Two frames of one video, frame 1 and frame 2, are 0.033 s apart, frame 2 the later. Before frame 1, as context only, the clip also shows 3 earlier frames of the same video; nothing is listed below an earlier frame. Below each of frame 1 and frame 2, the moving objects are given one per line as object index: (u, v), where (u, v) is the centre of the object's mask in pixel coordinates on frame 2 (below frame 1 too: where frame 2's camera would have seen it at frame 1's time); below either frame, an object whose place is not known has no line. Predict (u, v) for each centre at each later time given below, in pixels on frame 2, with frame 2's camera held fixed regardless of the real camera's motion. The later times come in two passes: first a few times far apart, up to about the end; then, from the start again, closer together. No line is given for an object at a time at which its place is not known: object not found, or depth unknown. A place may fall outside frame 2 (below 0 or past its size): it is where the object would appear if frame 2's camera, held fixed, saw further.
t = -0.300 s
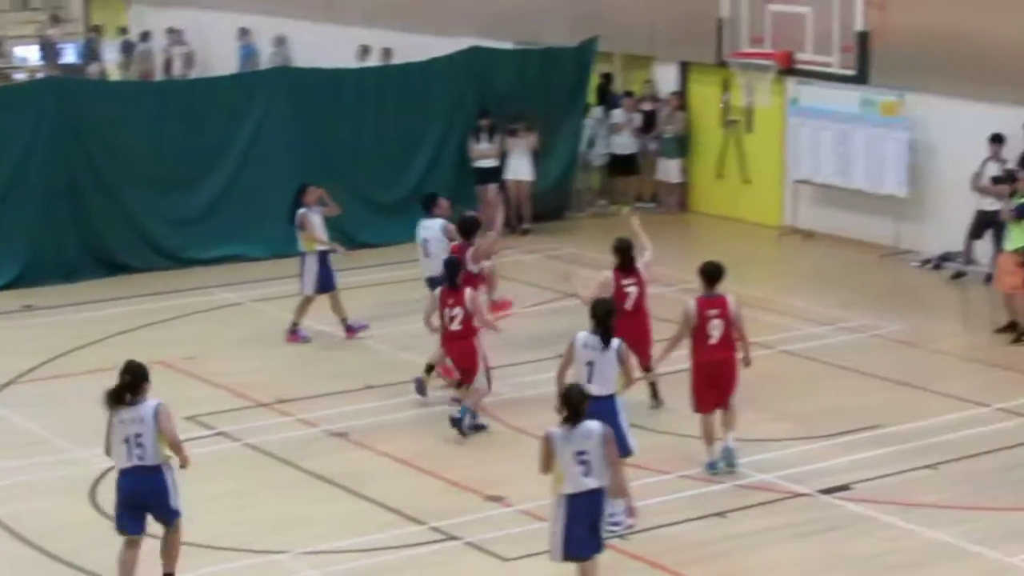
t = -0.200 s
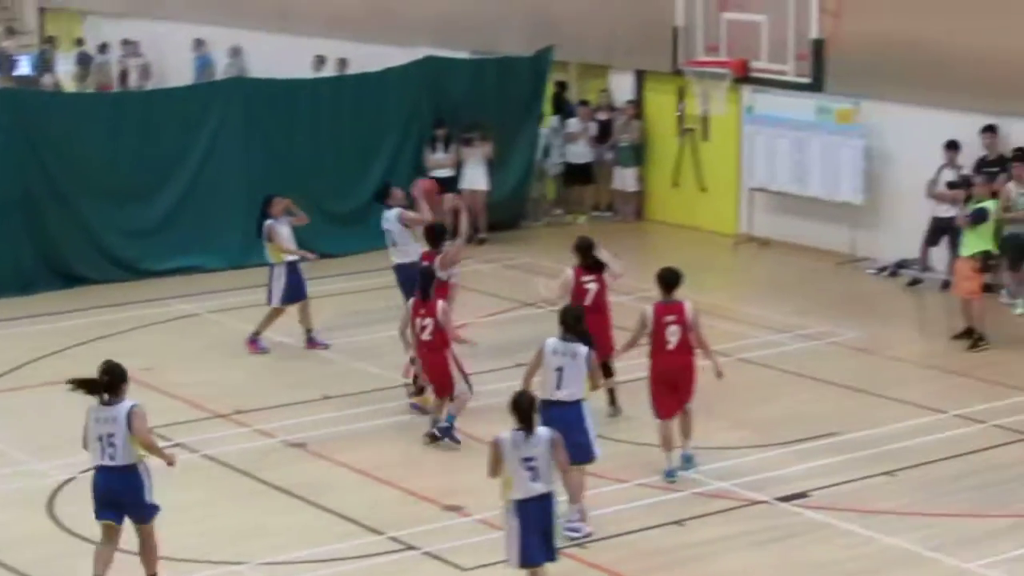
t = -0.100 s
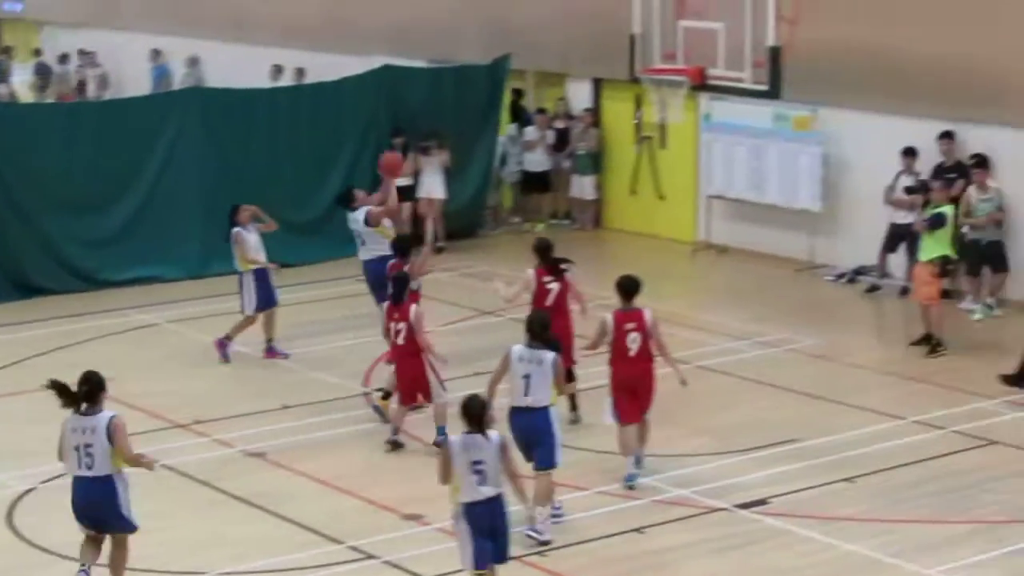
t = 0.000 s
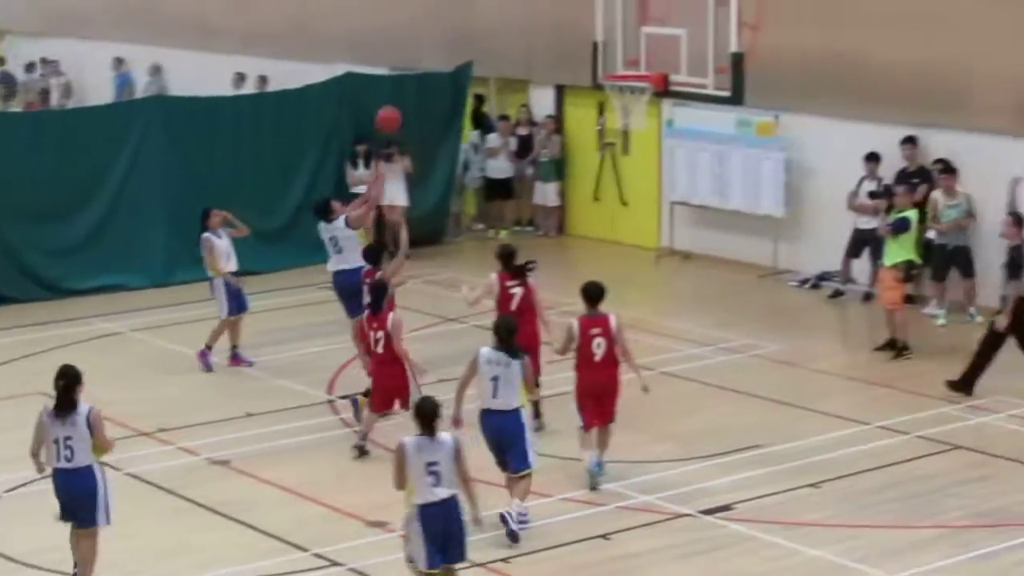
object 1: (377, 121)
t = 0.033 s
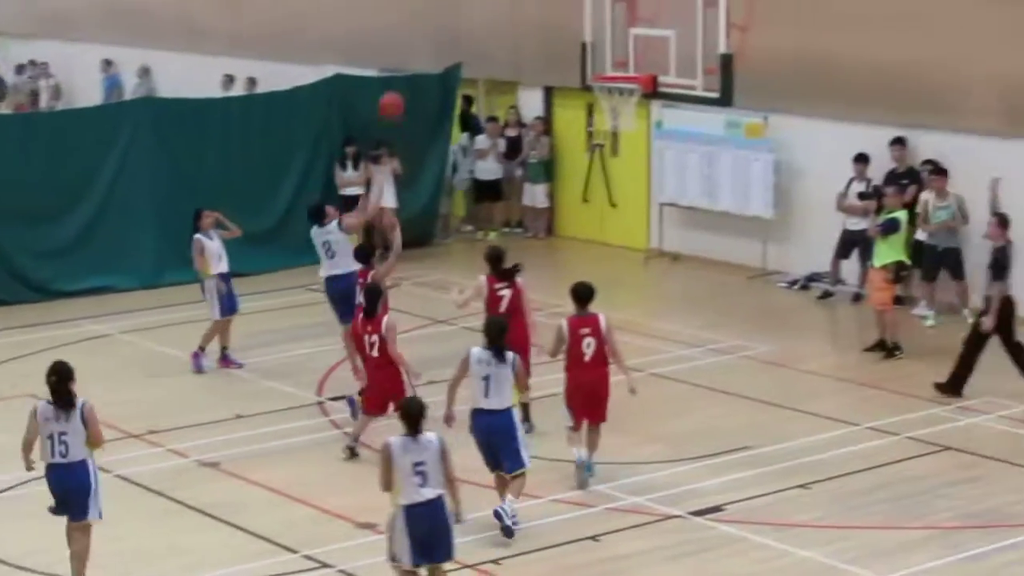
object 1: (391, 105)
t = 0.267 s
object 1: (486, 27)
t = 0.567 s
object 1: (613, 9)
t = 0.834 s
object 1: (616, 69)
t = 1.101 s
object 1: (631, 66)
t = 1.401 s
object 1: (624, 67)
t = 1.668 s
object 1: (605, 69)
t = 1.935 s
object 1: (622, 75)
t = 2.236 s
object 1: (630, 120)
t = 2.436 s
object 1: (615, 168)
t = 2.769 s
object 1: (587, 354)
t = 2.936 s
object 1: (573, 391)
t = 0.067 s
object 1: (405, 90)
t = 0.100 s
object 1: (418, 79)
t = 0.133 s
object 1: (431, 67)
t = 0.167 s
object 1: (446, 56)
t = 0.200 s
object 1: (460, 44)
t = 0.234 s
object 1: (473, 35)
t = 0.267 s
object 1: (486, 27)
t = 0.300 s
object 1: (500, 21)
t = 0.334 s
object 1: (513, 16)
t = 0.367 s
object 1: (528, 11)
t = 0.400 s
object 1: (542, 9)
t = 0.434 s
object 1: (556, 6)
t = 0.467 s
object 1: (570, 6)
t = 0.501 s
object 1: (585, 6)
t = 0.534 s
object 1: (599, 6)
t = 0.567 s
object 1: (613, 9)
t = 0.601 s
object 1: (628, 16)
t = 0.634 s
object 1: (629, 20)
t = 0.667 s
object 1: (629, 28)
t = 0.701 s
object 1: (629, 38)
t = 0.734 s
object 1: (629, 49)
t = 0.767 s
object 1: (629, 60)
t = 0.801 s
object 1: (628, 68)
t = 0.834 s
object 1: (616, 69)
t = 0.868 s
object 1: (609, 71)
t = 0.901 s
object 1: (607, 72)
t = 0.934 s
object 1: (607, 70)
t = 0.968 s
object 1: (615, 69)
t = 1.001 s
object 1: (623, 68)
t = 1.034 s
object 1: (627, 67)
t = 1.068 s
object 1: (630, 67)
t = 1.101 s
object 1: (631, 66)
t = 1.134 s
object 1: (631, 65)
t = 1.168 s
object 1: (632, 65)
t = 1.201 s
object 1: (631, 65)
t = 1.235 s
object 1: (630, 65)
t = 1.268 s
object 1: (630, 65)
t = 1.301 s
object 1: (629, 66)
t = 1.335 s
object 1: (627, 65)
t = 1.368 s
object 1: (625, 66)
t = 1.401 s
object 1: (624, 67)
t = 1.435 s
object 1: (622, 67)
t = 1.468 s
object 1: (619, 68)
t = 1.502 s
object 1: (617, 68)
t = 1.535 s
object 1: (615, 67)
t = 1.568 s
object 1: (612, 67)
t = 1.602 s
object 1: (610, 68)
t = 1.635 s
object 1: (607, 69)
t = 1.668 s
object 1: (605, 69)
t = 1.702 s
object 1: (603, 69)
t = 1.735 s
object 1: (602, 69)
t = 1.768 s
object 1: (602, 69)
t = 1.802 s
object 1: (603, 70)
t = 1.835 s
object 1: (605, 70)
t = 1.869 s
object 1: (611, 72)
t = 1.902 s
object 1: (616, 73)
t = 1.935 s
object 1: (622, 75)
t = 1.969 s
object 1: (628, 78)
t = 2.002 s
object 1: (625, 90)
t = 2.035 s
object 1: (636, 94)
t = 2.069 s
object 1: (637, 96)
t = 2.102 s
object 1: (638, 99)
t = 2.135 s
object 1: (638, 102)
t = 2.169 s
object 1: (636, 105)
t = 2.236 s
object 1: (630, 120)
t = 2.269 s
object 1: (628, 123)
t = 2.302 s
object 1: (625, 129)
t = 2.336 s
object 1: (624, 135)
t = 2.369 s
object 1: (620, 145)
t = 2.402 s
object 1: (618, 156)
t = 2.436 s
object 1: (615, 168)
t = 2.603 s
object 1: (601, 246)
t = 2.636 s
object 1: (598, 264)
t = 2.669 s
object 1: (595, 286)
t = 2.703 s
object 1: (593, 307)
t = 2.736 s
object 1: (590, 330)
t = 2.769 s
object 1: (587, 354)
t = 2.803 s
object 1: (584, 379)
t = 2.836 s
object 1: (582, 405)
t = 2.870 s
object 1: (579, 430)
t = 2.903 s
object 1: (576, 411)
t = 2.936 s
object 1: (573, 391)
